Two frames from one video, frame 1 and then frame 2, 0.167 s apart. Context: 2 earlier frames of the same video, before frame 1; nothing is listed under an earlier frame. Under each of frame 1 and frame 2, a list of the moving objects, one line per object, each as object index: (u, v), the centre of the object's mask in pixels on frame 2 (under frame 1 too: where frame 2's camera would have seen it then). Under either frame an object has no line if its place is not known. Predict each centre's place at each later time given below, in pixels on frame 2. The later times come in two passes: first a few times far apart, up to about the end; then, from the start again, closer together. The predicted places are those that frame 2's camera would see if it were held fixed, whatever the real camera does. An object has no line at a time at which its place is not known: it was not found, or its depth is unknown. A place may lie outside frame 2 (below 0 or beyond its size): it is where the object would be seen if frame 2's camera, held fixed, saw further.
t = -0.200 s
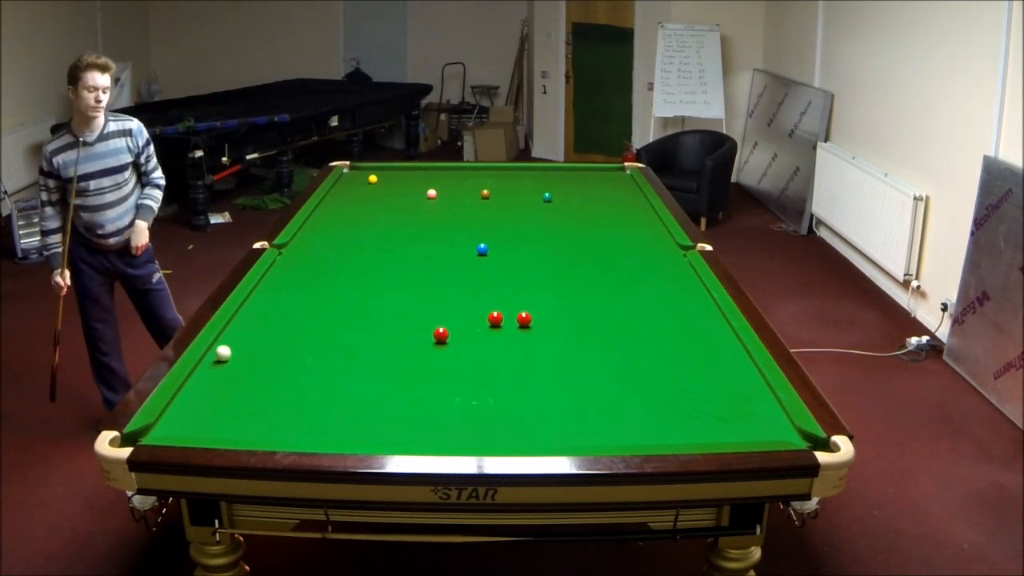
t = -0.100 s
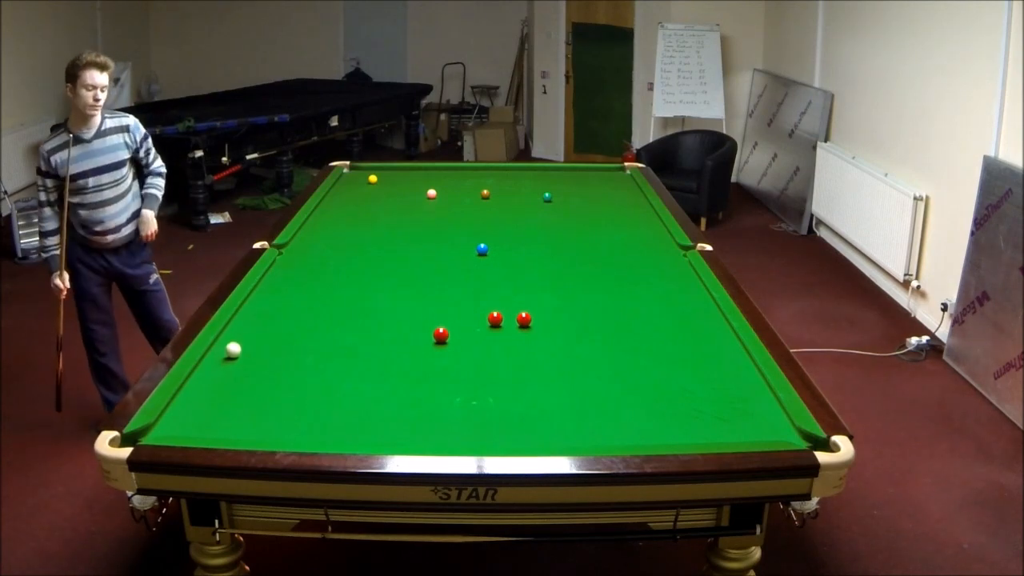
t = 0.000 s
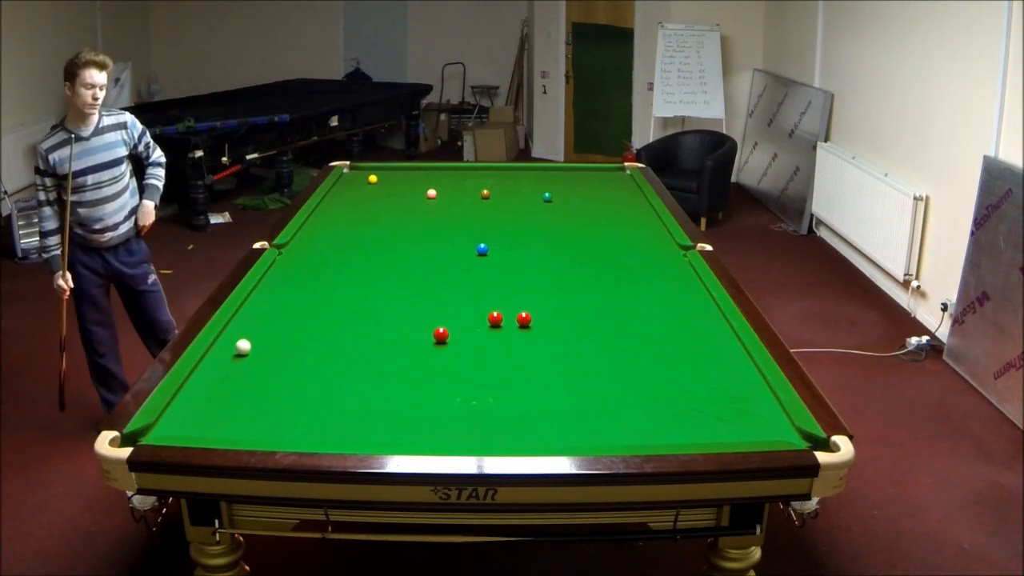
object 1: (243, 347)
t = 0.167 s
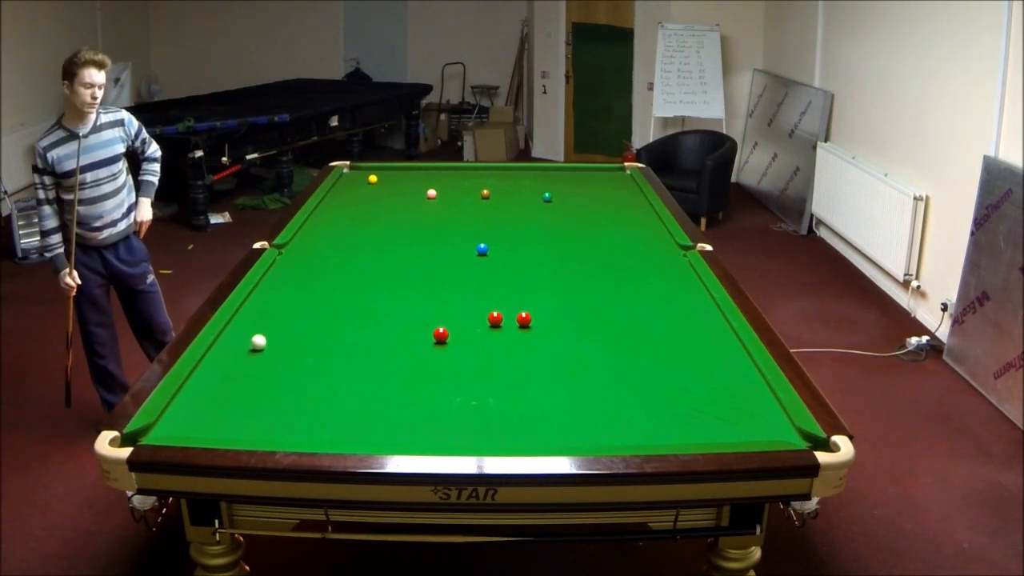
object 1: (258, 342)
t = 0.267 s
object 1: (267, 340)
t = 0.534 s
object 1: (289, 333)
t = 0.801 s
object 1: (309, 327)
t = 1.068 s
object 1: (327, 321)
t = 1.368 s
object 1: (345, 316)
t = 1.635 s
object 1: (359, 311)
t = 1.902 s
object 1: (372, 308)
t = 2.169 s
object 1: (384, 304)
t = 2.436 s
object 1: (393, 301)
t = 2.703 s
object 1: (402, 299)
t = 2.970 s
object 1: (409, 297)
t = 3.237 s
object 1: (415, 295)
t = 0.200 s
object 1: (261, 342)
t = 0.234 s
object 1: (264, 341)
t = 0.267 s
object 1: (267, 340)
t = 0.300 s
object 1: (270, 339)
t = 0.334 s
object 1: (273, 338)
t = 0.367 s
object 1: (275, 337)
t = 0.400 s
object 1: (278, 336)
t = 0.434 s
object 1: (281, 336)
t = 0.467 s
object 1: (284, 334)
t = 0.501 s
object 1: (286, 334)
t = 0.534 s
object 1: (289, 333)
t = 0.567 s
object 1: (291, 332)
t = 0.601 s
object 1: (294, 331)
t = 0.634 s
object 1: (297, 331)
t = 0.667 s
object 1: (299, 330)
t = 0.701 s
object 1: (302, 329)
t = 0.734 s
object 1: (304, 328)
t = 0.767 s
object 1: (306, 328)
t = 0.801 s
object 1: (309, 327)
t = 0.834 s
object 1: (311, 326)
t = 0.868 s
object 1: (314, 325)
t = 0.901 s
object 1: (316, 325)
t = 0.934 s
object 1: (318, 324)
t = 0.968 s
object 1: (320, 323)
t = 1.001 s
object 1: (322, 323)
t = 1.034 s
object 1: (325, 322)
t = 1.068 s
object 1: (327, 321)
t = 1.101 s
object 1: (329, 321)
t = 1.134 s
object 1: (331, 320)
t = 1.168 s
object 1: (333, 319)
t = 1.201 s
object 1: (335, 319)
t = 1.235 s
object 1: (337, 318)
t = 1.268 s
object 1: (339, 317)
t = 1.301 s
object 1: (341, 317)
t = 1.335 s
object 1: (343, 316)
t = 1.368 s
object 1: (345, 316)
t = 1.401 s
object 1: (347, 315)
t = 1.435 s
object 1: (349, 315)
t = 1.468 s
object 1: (350, 314)
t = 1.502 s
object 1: (352, 313)
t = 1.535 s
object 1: (354, 313)
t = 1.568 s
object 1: (356, 312)
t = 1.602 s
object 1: (357, 312)
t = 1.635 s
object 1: (359, 311)
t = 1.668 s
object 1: (361, 311)
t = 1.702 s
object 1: (362, 310)
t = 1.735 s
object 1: (364, 310)
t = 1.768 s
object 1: (366, 310)
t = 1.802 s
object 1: (367, 309)
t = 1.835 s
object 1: (369, 309)
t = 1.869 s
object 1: (371, 308)
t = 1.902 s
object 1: (372, 308)
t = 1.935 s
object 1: (374, 307)
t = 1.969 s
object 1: (375, 307)
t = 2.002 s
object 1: (376, 306)
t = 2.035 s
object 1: (378, 306)
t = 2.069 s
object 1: (379, 306)
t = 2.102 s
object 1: (381, 305)
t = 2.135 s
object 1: (382, 305)
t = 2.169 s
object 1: (384, 304)
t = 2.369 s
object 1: (390, 299)
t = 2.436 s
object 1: (393, 301)
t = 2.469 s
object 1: (395, 301)
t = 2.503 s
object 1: (396, 301)
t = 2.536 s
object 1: (397, 301)
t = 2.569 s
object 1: (398, 300)
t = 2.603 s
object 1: (399, 300)
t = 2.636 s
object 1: (400, 300)
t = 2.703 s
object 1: (402, 299)
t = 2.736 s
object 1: (403, 299)
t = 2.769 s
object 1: (404, 299)
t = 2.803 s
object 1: (405, 298)
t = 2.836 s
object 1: (406, 298)
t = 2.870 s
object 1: (407, 298)
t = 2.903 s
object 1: (407, 298)
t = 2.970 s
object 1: (409, 297)
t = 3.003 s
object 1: (410, 297)
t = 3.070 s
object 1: (411, 297)
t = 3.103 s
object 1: (412, 296)
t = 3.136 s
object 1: (413, 296)
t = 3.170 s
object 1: (414, 296)
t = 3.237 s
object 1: (415, 295)
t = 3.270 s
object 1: (416, 295)
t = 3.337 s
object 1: (417, 295)
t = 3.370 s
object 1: (417, 295)
